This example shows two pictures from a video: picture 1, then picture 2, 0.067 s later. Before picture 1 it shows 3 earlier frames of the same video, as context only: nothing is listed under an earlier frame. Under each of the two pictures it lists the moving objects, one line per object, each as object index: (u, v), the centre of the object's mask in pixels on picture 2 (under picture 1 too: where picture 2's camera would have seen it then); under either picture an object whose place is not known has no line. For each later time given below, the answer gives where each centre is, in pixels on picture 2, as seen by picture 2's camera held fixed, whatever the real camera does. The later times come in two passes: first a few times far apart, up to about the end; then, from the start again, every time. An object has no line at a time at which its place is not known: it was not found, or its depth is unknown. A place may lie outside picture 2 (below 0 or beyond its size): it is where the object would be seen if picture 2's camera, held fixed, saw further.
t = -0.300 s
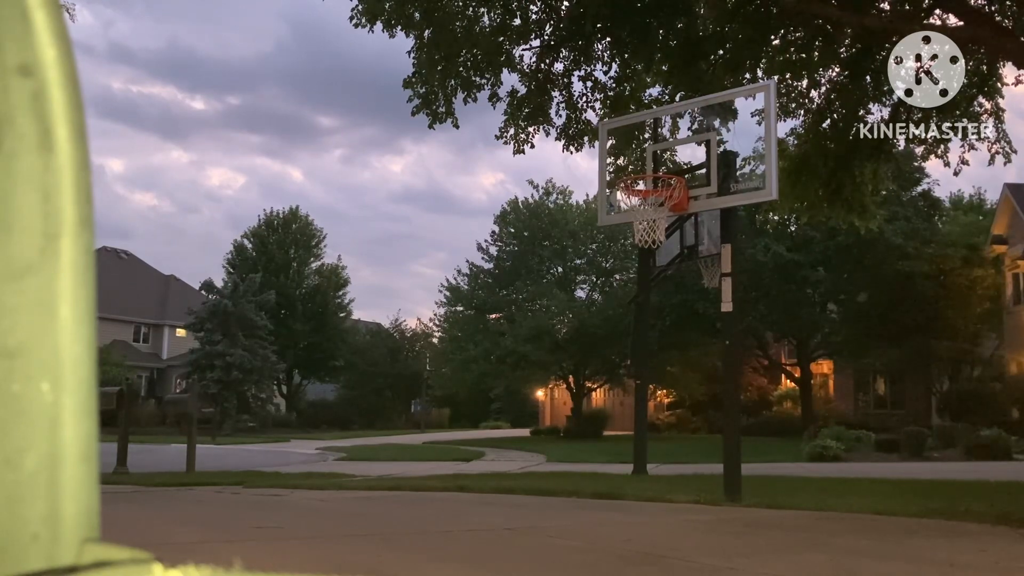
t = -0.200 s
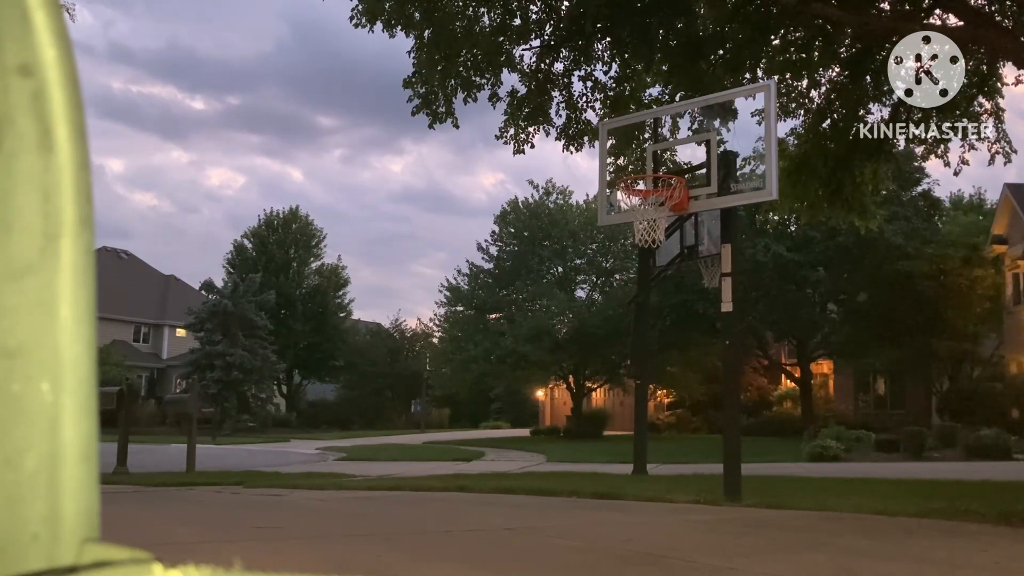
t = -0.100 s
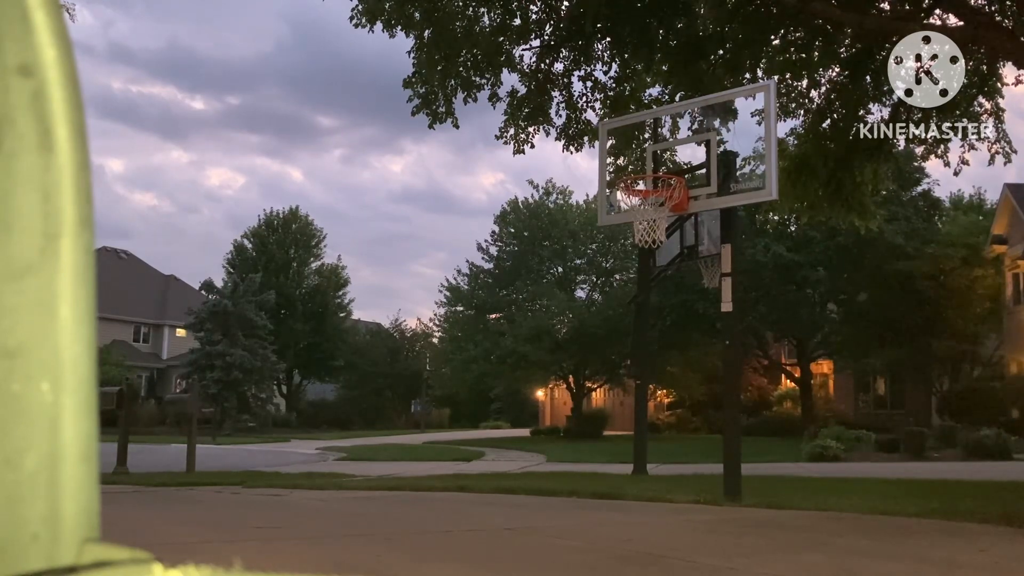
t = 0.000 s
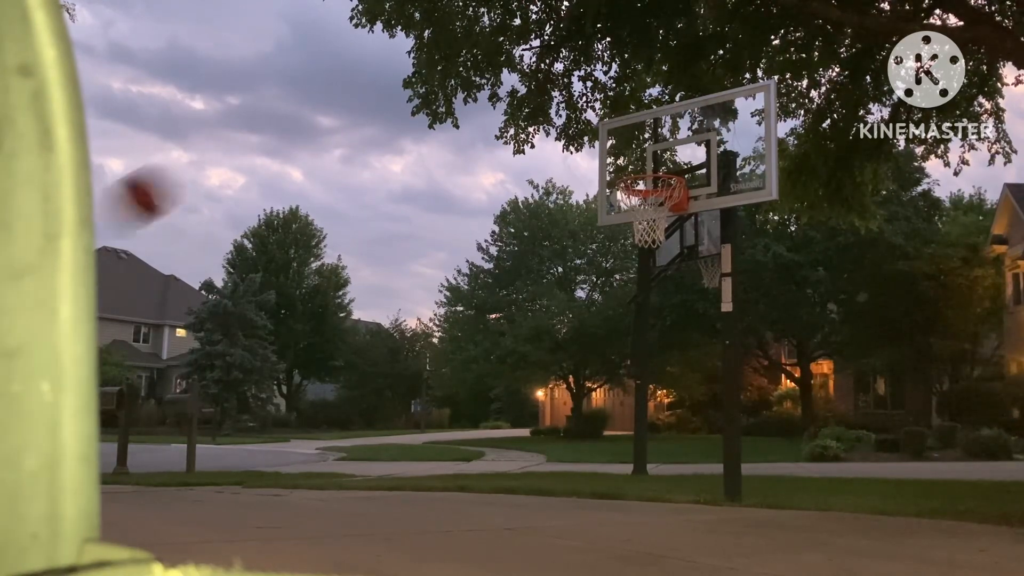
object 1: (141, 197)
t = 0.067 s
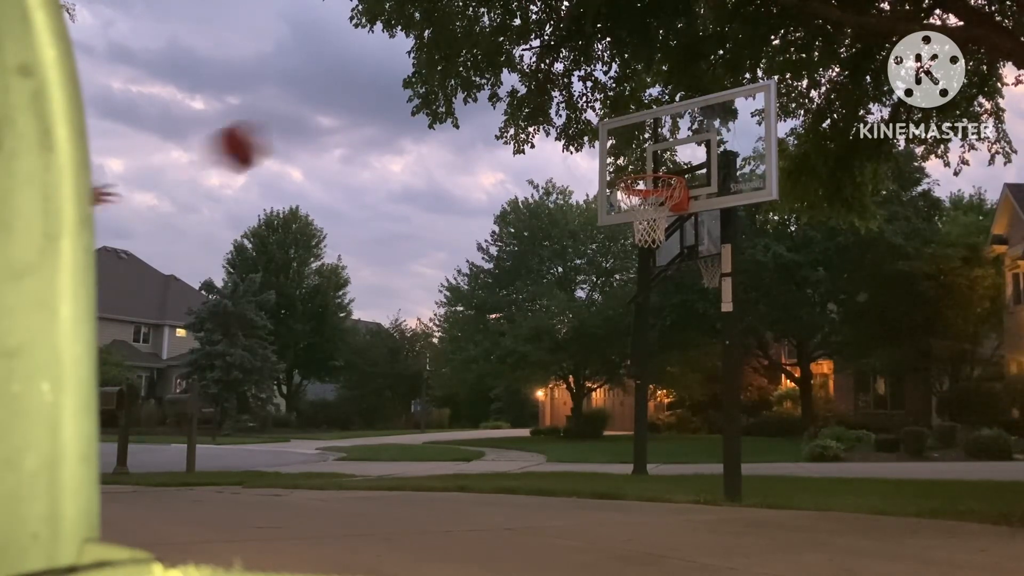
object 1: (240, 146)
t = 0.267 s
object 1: (446, 82)
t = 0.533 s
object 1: (630, 107)
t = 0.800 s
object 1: (605, 124)
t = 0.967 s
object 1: (529, 160)
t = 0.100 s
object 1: (281, 128)
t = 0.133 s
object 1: (320, 113)
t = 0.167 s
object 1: (356, 100)
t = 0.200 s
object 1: (387, 93)
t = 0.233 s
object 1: (422, 85)
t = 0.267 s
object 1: (446, 82)
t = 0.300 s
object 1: (477, 78)
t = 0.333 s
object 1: (503, 78)
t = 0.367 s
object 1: (528, 80)
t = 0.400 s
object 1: (548, 82)
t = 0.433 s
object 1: (572, 86)
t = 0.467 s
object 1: (594, 92)
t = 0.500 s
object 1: (614, 100)
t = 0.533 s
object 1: (630, 107)
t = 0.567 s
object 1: (650, 115)
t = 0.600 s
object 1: (667, 126)
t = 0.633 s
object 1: (667, 128)
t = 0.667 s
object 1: (656, 125)
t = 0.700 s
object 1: (645, 122)
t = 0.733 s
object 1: (631, 121)
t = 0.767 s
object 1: (619, 122)
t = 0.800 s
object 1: (605, 124)
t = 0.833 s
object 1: (591, 129)
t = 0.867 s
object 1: (577, 134)
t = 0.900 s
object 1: (561, 139)
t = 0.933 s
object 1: (545, 149)
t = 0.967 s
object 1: (529, 160)
